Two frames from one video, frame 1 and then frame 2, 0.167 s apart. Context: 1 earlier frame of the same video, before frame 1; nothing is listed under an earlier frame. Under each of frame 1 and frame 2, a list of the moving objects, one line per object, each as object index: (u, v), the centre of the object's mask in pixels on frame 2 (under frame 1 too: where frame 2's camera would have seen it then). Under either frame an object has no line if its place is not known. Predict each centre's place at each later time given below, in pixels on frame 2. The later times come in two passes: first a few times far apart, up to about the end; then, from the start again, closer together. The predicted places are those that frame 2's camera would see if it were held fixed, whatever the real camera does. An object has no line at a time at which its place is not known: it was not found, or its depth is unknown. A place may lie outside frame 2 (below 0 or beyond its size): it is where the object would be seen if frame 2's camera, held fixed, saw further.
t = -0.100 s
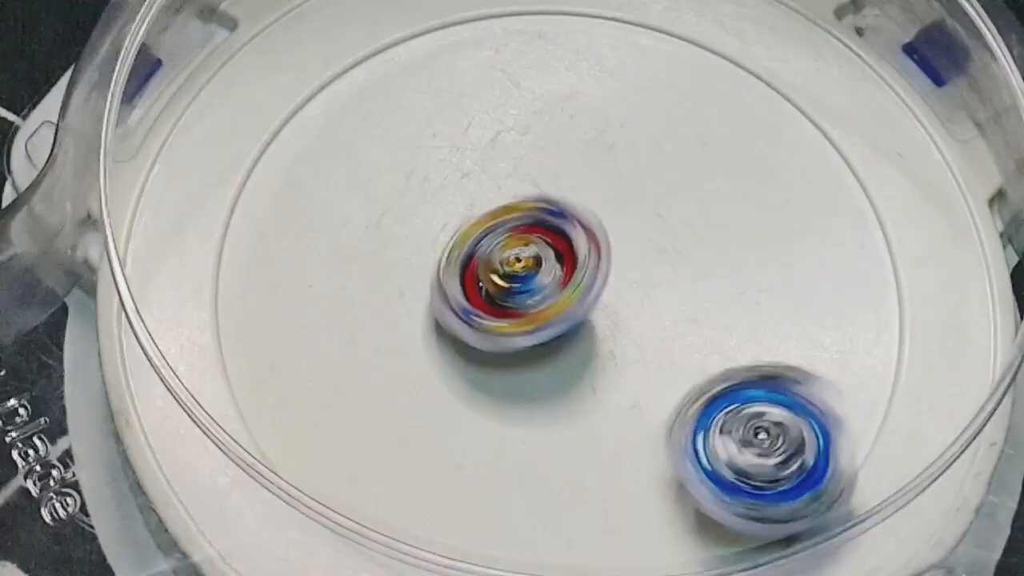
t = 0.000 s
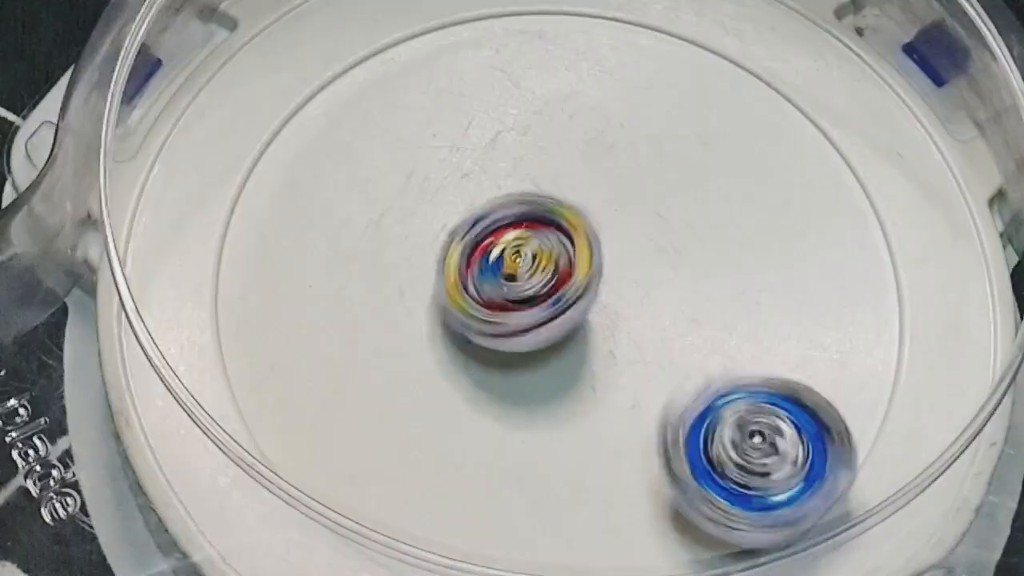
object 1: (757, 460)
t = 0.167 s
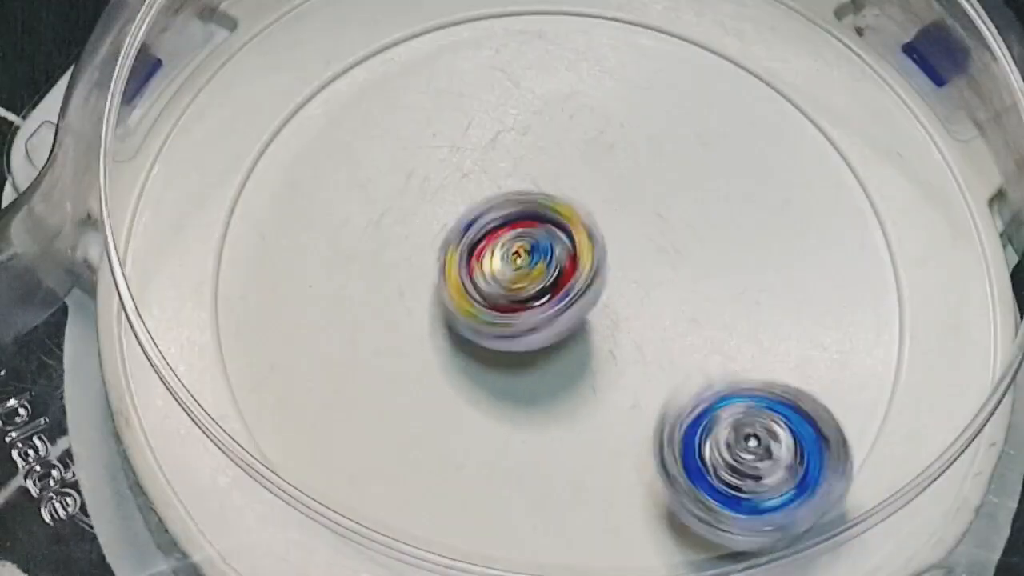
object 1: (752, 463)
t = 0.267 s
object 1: (746, 459)
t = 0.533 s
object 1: (738, 470)
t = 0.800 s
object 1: (721, 472)
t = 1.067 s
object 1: (708, 479)
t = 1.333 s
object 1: (692, 482)
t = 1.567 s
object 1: (684, 485)
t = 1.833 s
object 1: (665, 487)
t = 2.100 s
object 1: (650, 489)
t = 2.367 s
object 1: (631, 488)
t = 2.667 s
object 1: (314, 175)
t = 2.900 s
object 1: (585, 25)
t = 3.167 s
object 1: (870, 407)
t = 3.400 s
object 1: (480, 508)
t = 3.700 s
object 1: (525, 81)
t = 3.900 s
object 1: (815, 90)
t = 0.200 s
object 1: (752, 463)
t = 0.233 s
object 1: (750, 459)
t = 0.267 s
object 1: (746, 459)
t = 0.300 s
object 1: (742, 462)
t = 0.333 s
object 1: (743, 466)
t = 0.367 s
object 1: (743, 467)
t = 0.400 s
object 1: (742, 465)
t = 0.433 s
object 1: (740, 465)
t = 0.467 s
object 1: (736, 466)
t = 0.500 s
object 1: (736, 470)
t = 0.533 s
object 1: (738, 470)
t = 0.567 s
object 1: (735, 467)
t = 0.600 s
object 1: (732, 466)
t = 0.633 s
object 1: (727, 467)
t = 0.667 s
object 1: (726, 471)
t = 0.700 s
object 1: (729, 475)
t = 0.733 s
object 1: (726, 472)
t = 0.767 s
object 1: (726, 471)
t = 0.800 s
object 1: (721, 472)
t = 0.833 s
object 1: (720, 475)
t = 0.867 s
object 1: (722, 477)
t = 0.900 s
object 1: (719, 474)
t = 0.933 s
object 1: (719, 472)
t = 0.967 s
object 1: (712, 474)
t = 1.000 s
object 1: (709, 477)
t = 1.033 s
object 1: (711, 480)
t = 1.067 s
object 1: (708, 479)
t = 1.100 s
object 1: (708, 478)
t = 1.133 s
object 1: (705, 478)
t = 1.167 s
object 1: (703, 480)
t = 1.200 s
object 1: (704, 483)
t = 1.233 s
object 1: (702, 481)
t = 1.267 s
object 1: (701, 479)
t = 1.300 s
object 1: (696, 479)
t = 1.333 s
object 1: (692, 482)
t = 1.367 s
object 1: (692, 484)
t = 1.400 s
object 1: (691, 484)
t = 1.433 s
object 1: (690, 483)
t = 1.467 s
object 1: (688, 482)
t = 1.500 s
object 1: (685, 484)
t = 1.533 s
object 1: (685, 486)
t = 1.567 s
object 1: (684, 485)
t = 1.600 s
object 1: (681, 483)
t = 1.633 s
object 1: (679, 482)
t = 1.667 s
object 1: (673, 484)
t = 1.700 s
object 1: (672, 487)
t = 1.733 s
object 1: (672, 487)
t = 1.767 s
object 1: (670, 486)
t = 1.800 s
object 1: (669, 485)
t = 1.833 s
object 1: (665, 487)
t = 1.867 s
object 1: (665, 488)
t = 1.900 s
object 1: (665, 489)
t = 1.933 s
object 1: (662, 487)
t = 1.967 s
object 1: (661, 485)
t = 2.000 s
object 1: (653, 486)
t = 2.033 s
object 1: (652, 488)
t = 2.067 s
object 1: (652, 490)
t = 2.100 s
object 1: (650, 489)
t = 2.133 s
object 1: (650, 488)
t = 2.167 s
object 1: (645, 488)
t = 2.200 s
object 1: (643, 489)
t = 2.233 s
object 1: (645, 491)
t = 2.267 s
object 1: (640, 487)
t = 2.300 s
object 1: (640, 487)
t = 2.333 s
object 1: (634, 485)
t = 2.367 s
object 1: (631, 488)
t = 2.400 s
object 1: (631, 490)
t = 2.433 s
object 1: (591, 485)
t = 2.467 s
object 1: (524, 467)
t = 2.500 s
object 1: (465, 436)
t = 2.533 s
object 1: (416, 392)
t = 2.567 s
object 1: (381, 338)
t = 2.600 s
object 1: (353, 282)
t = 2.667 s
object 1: (314, 175)
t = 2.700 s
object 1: (314, 122)
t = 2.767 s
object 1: (357, 51)
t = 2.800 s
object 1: (406, 40)
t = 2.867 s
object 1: (521, 27)
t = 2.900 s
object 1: (585, 25)
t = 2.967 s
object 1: (711, 51)
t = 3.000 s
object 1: (777, 73)
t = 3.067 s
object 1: (867, 186)
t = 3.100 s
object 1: (896, 256)
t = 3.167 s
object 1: (870, 407)
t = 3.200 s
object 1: (817, 467)
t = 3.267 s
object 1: (717, 510)
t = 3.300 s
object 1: (670, 532)
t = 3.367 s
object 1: (548, 526)
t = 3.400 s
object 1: (480, 508)
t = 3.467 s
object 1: (371, 419)
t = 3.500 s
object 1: (364, 365)
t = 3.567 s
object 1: (379, 270)
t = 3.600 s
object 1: (406, 213)
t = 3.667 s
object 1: (478, 125)
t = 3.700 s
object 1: (525, 81)
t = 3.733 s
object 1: (574, 55)
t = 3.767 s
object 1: (625, 45)
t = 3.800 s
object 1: (686, 35)
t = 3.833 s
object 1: (730, 44)
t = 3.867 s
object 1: (773, 59)
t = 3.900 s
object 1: (815, 90)
